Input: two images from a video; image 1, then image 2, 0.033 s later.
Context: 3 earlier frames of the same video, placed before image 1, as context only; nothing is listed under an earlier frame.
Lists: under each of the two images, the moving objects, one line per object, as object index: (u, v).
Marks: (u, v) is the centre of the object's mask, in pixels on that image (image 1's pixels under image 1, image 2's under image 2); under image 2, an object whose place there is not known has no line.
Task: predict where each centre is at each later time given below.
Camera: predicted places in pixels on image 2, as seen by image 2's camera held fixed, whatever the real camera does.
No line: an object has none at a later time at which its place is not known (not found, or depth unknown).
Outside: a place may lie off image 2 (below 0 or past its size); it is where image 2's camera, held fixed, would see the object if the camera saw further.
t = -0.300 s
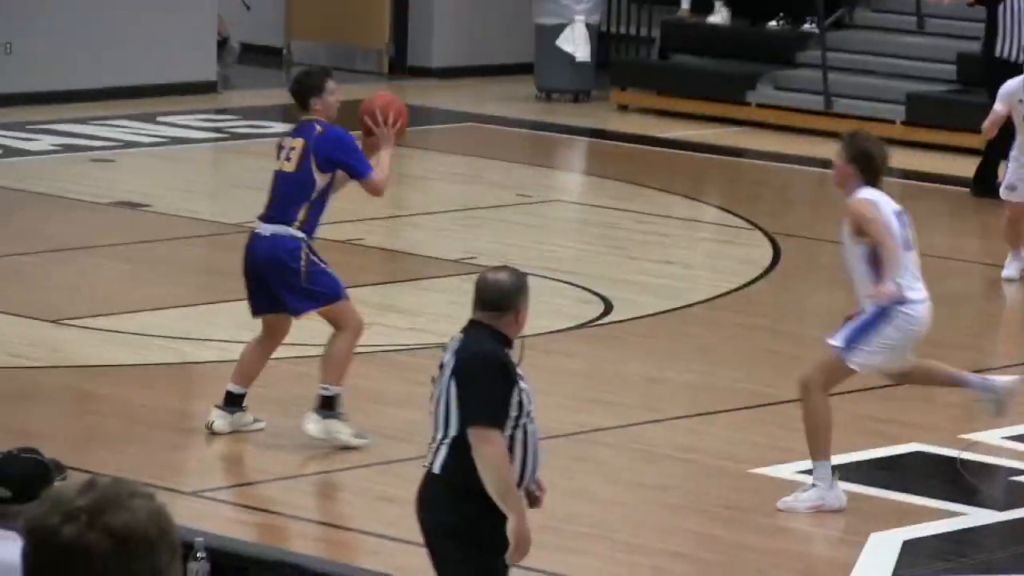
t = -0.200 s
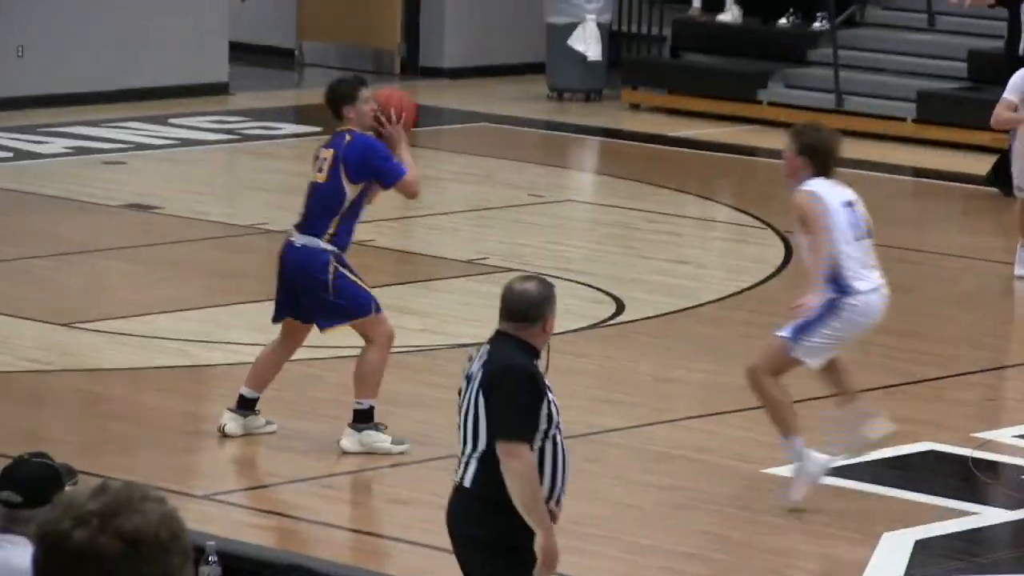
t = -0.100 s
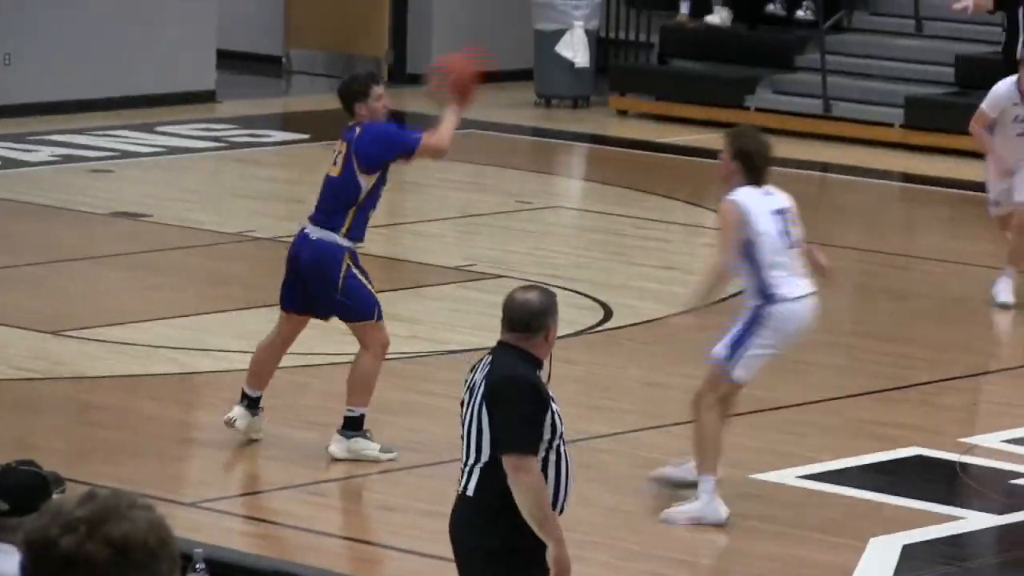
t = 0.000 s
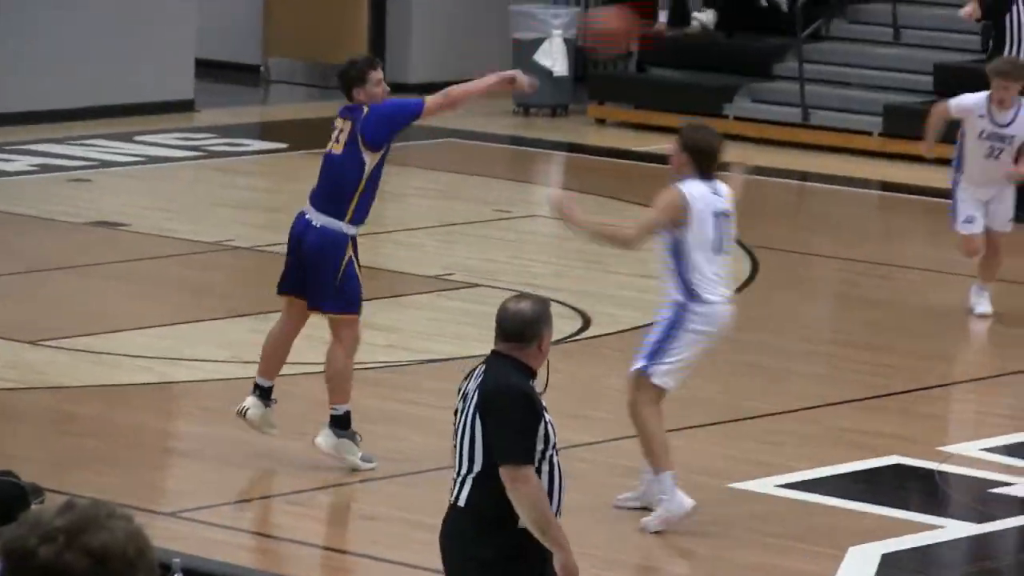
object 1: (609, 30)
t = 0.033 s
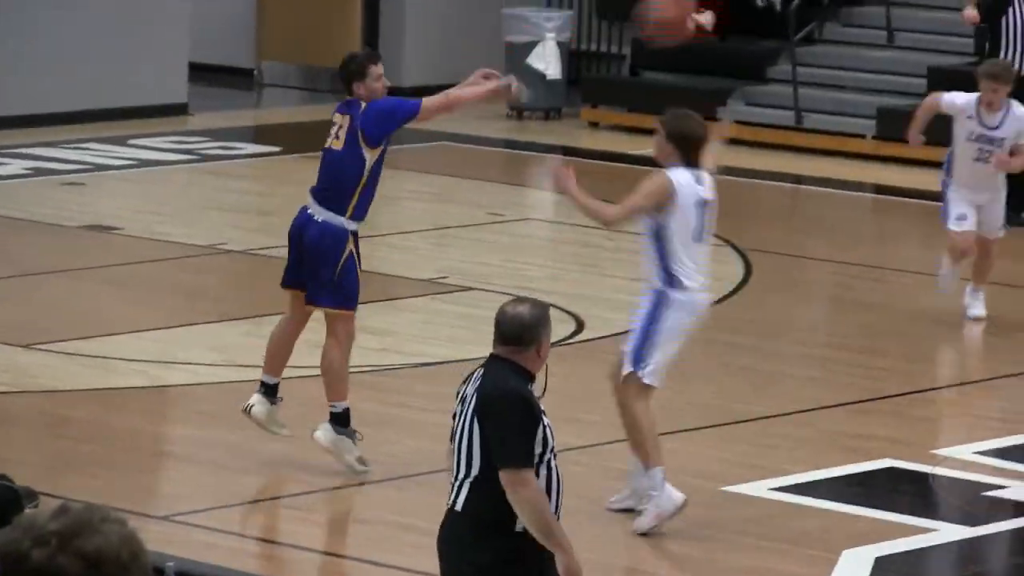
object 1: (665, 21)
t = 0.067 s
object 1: (738, 13)
